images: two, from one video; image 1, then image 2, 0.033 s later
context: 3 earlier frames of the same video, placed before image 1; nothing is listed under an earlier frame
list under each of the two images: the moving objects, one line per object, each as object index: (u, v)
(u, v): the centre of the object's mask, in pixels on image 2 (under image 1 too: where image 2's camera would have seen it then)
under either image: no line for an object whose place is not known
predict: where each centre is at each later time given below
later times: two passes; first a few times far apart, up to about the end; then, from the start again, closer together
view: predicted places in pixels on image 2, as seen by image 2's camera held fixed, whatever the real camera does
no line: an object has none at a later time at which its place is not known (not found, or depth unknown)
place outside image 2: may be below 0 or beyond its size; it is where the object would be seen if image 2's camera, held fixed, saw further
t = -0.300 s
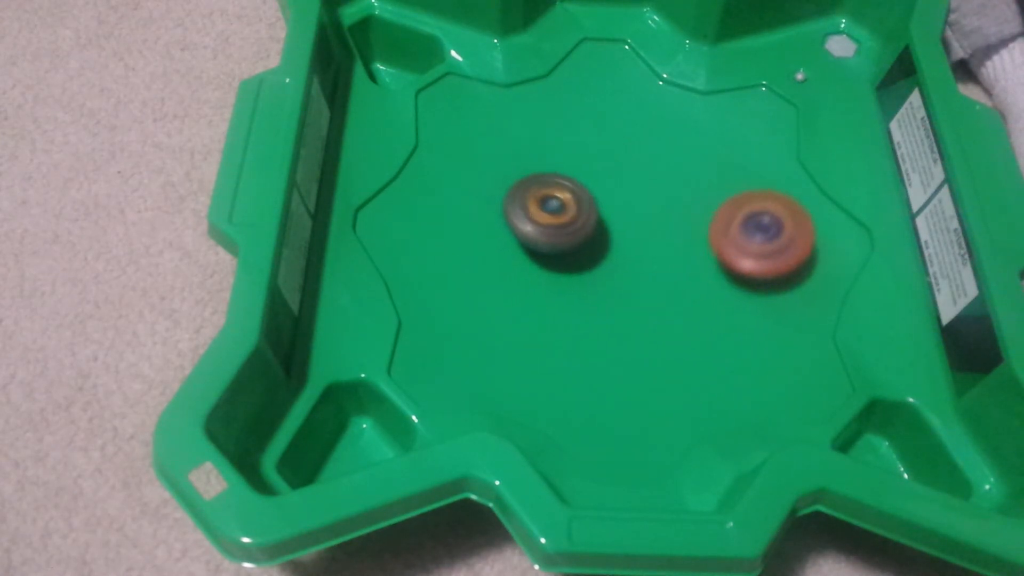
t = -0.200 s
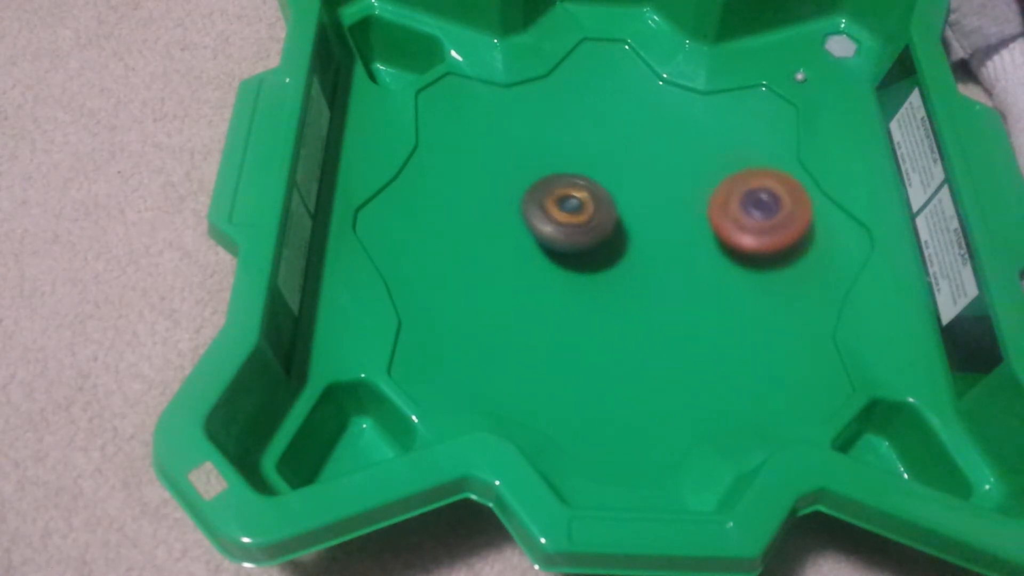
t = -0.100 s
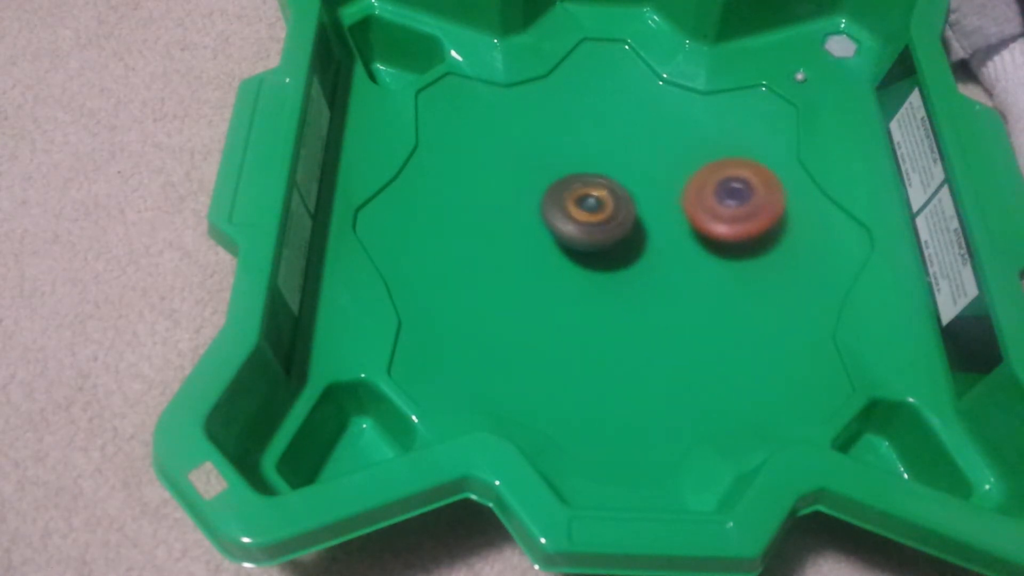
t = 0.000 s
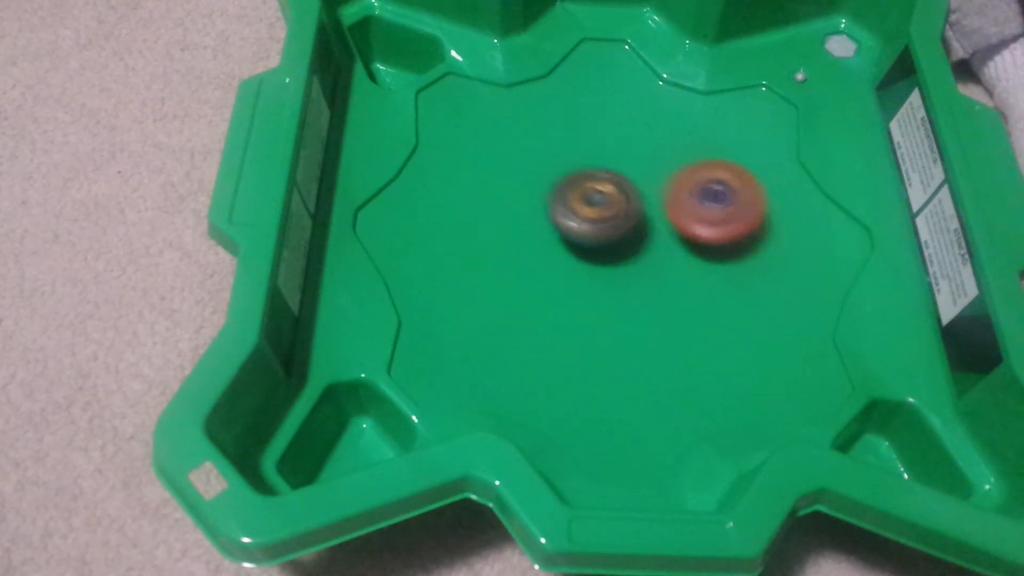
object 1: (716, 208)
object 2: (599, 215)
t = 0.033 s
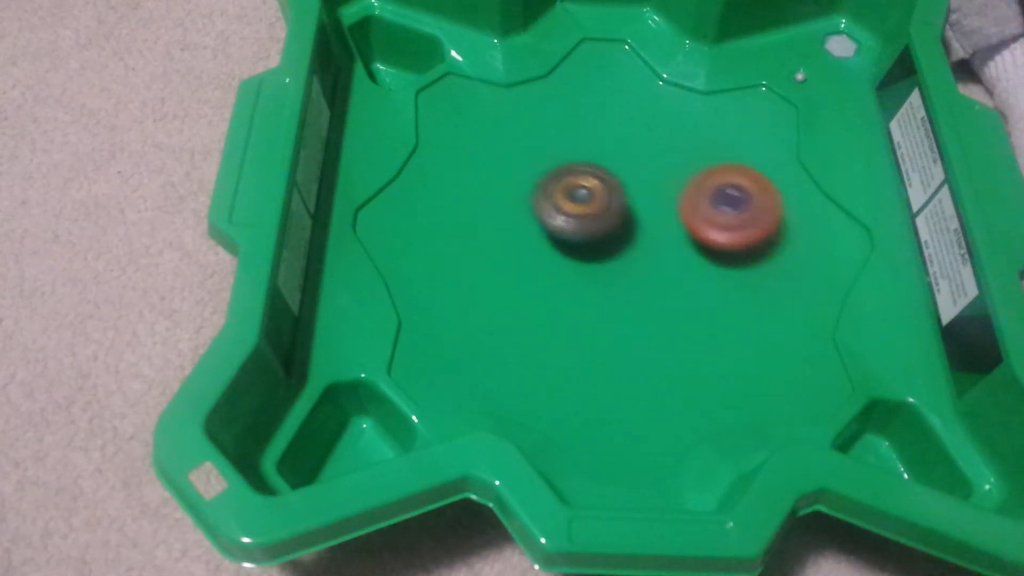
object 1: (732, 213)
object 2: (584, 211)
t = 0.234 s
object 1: (733, 234)
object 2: (563, 190)
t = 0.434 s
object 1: (691, 250)
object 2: (570, 187)
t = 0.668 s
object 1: (651, 279)
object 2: (589, 190)
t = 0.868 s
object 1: (637, 304)
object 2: (603, 180)
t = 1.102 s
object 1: (612, 281)
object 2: (619, 192)
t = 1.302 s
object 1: (592, 281)
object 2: (644, 195)
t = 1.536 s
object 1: (595, 265)
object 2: (659, 199)
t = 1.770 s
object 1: (584, 249)
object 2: (672, 206)
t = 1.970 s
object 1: (532, 231)
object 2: (719, 215)
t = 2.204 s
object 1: (558, 213)
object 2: (723, 223)
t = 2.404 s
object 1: (592, 218)
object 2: (699, 232)
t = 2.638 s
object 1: (588, 207)
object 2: (691, 255)
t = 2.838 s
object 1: (603, 200)
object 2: (674, 278)
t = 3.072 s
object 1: (614, 207)
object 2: (655, 296)
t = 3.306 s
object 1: (646, 219)
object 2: (615, 307)
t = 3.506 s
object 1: (664, 245)
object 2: (587, 298)
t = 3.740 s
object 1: (664, 264)
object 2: (564, 275)
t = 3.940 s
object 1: (669, 266)
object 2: (538, 255)
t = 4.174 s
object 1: (638, 271)
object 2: (542, 229)
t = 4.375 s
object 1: (658, 287)
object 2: (529, 184)
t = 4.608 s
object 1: (636, 268)
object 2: (546, 175)
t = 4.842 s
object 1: (635, 265)
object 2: (566, 178)
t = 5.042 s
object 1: (649, 270)
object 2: (586, 174)
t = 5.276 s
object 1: (660, 262)
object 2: (606, 174)
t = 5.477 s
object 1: (713, 343)
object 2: (593, 124)
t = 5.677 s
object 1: (733, 373)
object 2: (598, 100)
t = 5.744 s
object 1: (722, 360)
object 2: (601, 108)
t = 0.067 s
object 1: (741, 217)
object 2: (574, 207)
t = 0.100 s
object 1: (745, 222)
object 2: (568, 204)
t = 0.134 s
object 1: (745, 225)
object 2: (565, 199)
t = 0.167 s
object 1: (743, 228)
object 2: (564, 196)
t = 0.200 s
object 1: (738, 232)
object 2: (563, 193)
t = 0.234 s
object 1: (733, 234)
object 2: (563, 190)
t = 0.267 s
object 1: (727, 237)
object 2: (563, 188)
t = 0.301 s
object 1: (721, 239)
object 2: (564, 187)
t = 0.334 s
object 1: (714, 242)
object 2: (565, 186)
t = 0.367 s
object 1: (707, 244)
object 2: (566, 186)
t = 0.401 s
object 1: (699, 247)
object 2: (568, 186)
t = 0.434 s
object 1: (691, 250)
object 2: (570, 187)
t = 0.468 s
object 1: (684, 253)
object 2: (573, 188)
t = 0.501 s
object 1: (676, 255)
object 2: (576, 190)
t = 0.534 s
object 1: (669, 258)
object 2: (580, 192)
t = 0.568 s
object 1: (661, 260)
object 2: (583, 193)
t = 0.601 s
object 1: (654, 262)
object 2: (585, 194)
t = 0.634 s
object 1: (650, 266)
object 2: (587, 194)
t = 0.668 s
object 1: (651, 279)
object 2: (589, 190)
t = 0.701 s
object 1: (651, 290)
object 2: (591, 185)
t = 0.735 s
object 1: (649, 297)
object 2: (594, 182)
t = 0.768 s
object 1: (646, 302)
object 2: (597, 181)
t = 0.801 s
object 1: (643, 304)
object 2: (599, 180)
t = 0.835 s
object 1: (640, 305)
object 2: (601, 180)
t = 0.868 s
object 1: (637, 304)
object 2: (603, 180)
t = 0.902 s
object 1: (633, 302)
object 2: (605, 181)
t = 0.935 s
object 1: (630, 299)
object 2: (607, 182)
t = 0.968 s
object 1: (626, 296)
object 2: (609, 183)
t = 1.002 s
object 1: (622, 293)
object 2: (611, 185)
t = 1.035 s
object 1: (619, 289)
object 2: (614, 187)
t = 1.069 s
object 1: (615, 285)
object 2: (616, 190)
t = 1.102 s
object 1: (612, 281)
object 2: (619, 192)
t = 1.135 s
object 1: (609, 277)
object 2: (621, 194)
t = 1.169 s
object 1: (607, 275)
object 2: (624, 195)
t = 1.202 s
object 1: (603, 278)
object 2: (629, 195)
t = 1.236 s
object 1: (598, 280)
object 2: (635, 195)
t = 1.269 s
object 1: (595, 281)
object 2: (640, 195)
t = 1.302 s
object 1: (592, 281)
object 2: (644, 195)
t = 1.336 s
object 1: (591, 280)
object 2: (648, 195)
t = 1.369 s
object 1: (590, 279)
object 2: (650, 195)
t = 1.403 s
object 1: (590, 277)
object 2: (652, 195)
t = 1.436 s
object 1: (591, 274)
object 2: (654, 196)
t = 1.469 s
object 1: (592, 271)
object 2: (656, 197)
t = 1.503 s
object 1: (594, 268)
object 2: (657, 198)
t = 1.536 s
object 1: (595, 265)
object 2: (659, 199)
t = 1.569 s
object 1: (596, 263)
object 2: (660, 201)
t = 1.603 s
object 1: (594, 261)
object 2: (663, 201)
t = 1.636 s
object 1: (590, 260)
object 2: (667, 202)
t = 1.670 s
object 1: (587, 258)
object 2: (669, 203)
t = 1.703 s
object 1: (586, 255)
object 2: (670, 204)
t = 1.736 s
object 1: (585, 252)
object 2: (671, 205)
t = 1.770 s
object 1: (584, 249)
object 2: (672, 206)
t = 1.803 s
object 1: (584, 245)
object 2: (671, 207)
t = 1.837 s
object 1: (582, 240)
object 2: (673, 208)
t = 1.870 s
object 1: (566, 239)
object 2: (686, 208)
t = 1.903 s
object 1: (550, 238)
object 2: (700, 210)
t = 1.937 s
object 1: (538, 234)
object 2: (711, 212)
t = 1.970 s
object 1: (532, 231)
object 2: (719, 215)
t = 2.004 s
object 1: (527, 224)
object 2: (723, 216)
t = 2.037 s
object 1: (528, 221)
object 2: (726, 218)
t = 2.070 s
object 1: (531, 218)
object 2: (727, 219)
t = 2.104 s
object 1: (536, 216)
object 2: (728, 220)
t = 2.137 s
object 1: (543, 214)
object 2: (727, 221)
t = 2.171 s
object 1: (550, 214)
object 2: (726, 222)
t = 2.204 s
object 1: (558, 213)
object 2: (723, 223)
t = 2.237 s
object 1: (566, 214)
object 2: (719, 224)
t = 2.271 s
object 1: (574, 214)
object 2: (715, 226)
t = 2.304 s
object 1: (581, 215)
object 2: (710, 227)
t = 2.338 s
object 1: (588, 216)
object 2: (704, 228)
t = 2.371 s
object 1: (595, 219)
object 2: (698, 229)
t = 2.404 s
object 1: (592, 218)
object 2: (699, 232)
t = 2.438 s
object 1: (585, 214)
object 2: (703, 237)
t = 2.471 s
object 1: (581, 211)
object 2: (704, 241)
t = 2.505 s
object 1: (578, 207)
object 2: (703, 245)
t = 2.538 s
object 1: (579, 206)
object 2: (701, 248)
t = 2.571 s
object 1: (581, 205)
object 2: (699, 251)
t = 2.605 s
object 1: (585, 206)
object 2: (695, 253)
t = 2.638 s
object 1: (588, 207)
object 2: (691, 255)
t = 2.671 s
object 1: (591, 207)
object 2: (688, 257)
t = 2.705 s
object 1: (593, 205)
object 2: (687, 261)
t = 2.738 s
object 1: (594, 202)
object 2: (685, 267)
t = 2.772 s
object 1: (597, 202)
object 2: (683, 272)
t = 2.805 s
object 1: (600, 201)
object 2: (679, 275)
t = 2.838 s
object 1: (603, 200)
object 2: (674, 278)
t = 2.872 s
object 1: (606, 201)
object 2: (670, 280)
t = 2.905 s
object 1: (609, 202)
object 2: (667, 282)
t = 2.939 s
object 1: (609, 202)
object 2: (666, 287)
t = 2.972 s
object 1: (610, 202)
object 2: (663, 290)
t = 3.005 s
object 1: (612, 204)
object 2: (661, 292)
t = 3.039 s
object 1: (613, 205)
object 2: (658, 295)
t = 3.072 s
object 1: (614, 207)
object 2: (655, 296)
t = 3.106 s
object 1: (616, 210)
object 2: (652, 297)
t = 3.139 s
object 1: (618, 212)
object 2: (649, 298)
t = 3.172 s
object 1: (624, 211)
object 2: (641, 303)
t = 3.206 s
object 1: (632, 210)
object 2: (632, 306)
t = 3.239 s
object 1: (638, 212)
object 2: (626, 307)
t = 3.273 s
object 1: (643, 215)
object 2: (620, 307)
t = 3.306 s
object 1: (646, 219)
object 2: (615, 307)
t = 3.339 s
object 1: (649, 223)
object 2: (611, 307)
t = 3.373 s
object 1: (651, 227)
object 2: (607, 305)
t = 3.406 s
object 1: (653, 232)
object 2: (603, 303)
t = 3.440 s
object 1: (658, 238)
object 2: (598, 302)
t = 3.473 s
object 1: (662, 242)
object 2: (592, 300)
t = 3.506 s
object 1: (664, 245)
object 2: (587, 298)
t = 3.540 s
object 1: (665, 249)
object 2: (583, 295)
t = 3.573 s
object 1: (665, 252)
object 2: (580, 292)
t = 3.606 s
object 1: (667, 255)
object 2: (575, 289)
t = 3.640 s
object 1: (668, 258)
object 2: (570, 285)
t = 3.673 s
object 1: (668, 260)
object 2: (567, 282)
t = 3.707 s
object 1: (666, 263)
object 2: (566, 278)
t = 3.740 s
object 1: (664, 264)
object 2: (564, 275)
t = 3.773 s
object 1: (662, 265)
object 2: (561, 272)
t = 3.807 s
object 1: (669, 264)
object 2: (552, 269)
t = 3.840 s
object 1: (674, 264)
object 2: (546, 265)
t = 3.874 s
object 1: (674, 264)
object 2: (542, 262)
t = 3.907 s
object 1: (673, 265)
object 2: (540, 258)
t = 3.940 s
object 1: (669, 266)
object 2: (538, 255)
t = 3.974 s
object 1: (665, 267)
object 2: (538, 252)
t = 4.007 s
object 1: (659, 267)
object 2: (538, 249)
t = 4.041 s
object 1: (654, 267)
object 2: (539, 247)
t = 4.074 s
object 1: (649, 267)
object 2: (541, 244)
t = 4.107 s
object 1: (643, 266)
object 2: (542, 241)
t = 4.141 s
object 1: (641, 269)
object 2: (542, 236)
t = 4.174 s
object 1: (638, 271)
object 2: (542, 229)
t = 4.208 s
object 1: (636, 272)
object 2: (543, 224)
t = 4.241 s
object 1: (646, 279)
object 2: (538, 213)
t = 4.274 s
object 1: (655, 285)
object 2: (532, 203)
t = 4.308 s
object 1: (659, 288)
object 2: (530, 195)
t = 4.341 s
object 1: (660, 289)
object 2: (529, 189)
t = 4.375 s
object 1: (658, 287)
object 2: (529, 184)
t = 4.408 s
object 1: (656, 286)
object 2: (530, 180)
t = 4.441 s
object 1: (653, 284)
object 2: (531, 177)
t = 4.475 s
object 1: (650, 281)
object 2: (533, 175)
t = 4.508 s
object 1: (647, 278)
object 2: (536, 174)
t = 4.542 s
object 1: (643, 275)
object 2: (539, 173)
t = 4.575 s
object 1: (640, 271)
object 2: (542, 174)
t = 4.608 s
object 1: (636, 268)
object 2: (546, 175)
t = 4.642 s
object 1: (633, 264)
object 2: (550, 177)
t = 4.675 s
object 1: (630, 261)
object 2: (554, 178)
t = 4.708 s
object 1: (626, 257)
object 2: (558, 179)
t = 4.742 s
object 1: (624, 254)
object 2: (561, 180)
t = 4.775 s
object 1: (628, 258)
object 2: (562, 179)
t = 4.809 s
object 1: (632, 263)
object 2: (563, 178)
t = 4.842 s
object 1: (635, 265)
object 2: (566, 178)
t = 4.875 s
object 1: (636, 264)
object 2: (569, 178)
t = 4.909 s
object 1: (636, 262)
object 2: (572, 178)
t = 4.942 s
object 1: (636, 260)
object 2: (576, 179)
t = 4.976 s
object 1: (637, 257)
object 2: (579, 180)
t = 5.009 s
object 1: (645, 265)
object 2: (584, 178)
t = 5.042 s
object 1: (649, 270)
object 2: (586, 174)
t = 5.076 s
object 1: (651, 272)
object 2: (589, 171)
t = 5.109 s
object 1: (653, 271)
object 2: (592, 170)
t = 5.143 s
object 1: (655, 270)
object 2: (595, 170)
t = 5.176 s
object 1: (657, 268)
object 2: (598, 170)
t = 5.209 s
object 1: (658, 266)
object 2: (601, 171)
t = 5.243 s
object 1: (659, 264)
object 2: (603, 172)
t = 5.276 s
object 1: (660, 262)
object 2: (606, 174)
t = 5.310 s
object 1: (660, 260)
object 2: (608, 175)
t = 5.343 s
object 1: (660, 257)
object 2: (610, 176)
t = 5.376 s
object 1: (661, 258)
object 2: (613, 177)
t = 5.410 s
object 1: (679, 289)
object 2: (606, 160)
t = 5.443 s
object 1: (698, 319)
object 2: (599, 140)
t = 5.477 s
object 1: (713, 343)
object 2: (593, 124)
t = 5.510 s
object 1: (725, 362)
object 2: (591, 113)
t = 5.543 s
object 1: (732, 374)
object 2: (592, 106)
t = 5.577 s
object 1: (735, 380)
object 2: (593, 101)
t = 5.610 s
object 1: (735, 380)
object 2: (595, 99)
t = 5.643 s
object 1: (735, 378)
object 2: (596, 98)
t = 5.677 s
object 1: (733, 373)
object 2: (598, 100)
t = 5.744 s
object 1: (722, 360)
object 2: (601, 108)
